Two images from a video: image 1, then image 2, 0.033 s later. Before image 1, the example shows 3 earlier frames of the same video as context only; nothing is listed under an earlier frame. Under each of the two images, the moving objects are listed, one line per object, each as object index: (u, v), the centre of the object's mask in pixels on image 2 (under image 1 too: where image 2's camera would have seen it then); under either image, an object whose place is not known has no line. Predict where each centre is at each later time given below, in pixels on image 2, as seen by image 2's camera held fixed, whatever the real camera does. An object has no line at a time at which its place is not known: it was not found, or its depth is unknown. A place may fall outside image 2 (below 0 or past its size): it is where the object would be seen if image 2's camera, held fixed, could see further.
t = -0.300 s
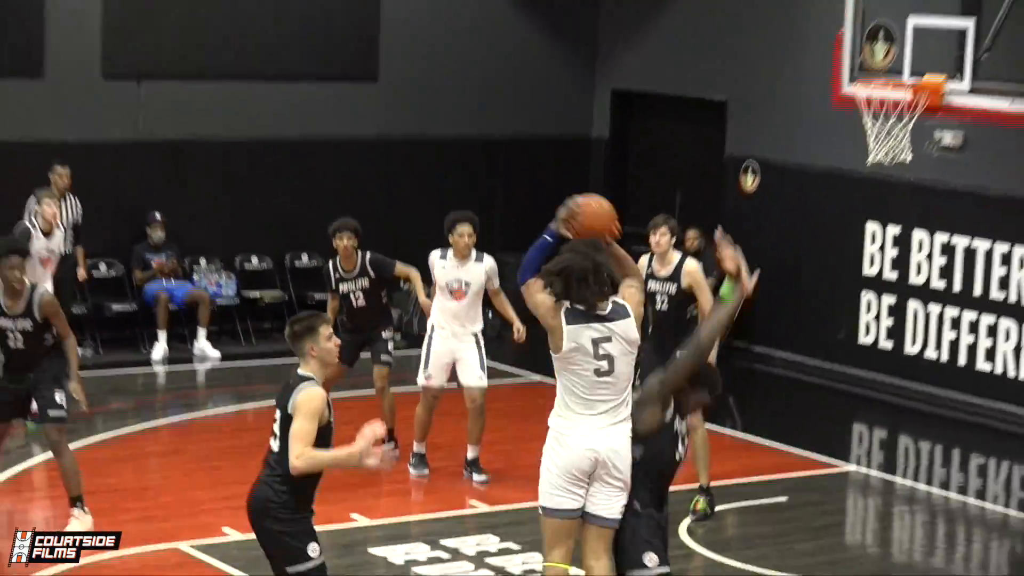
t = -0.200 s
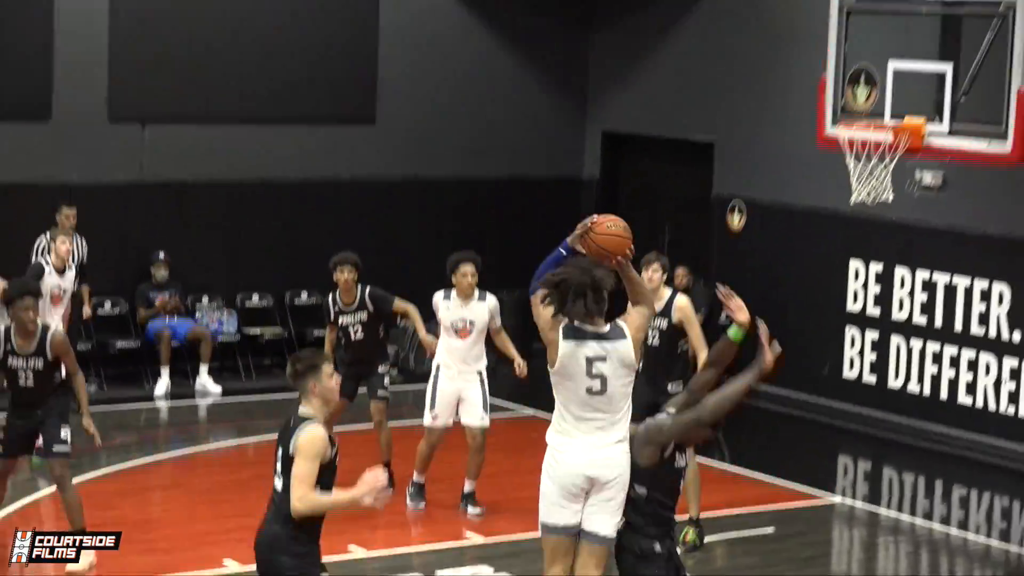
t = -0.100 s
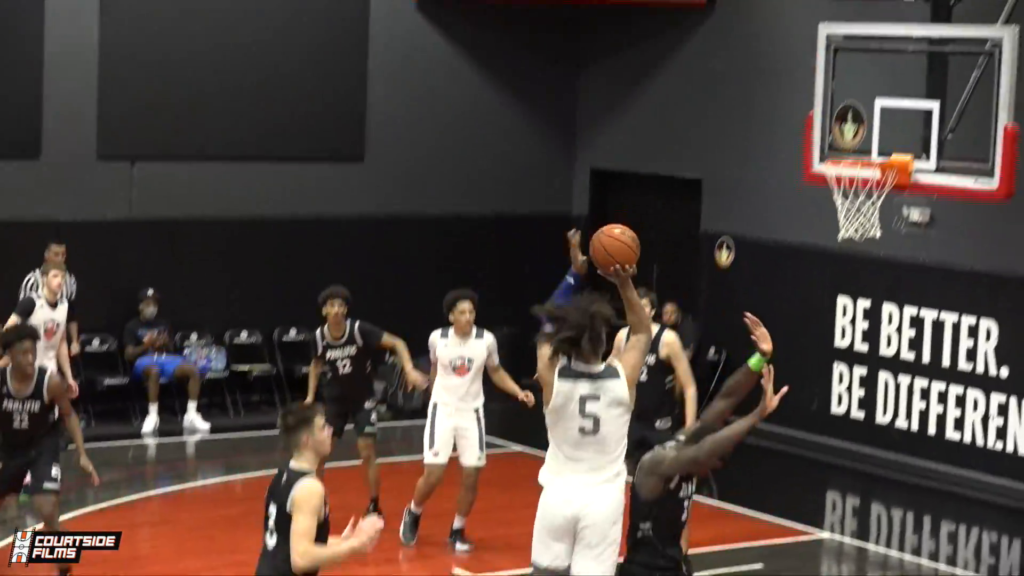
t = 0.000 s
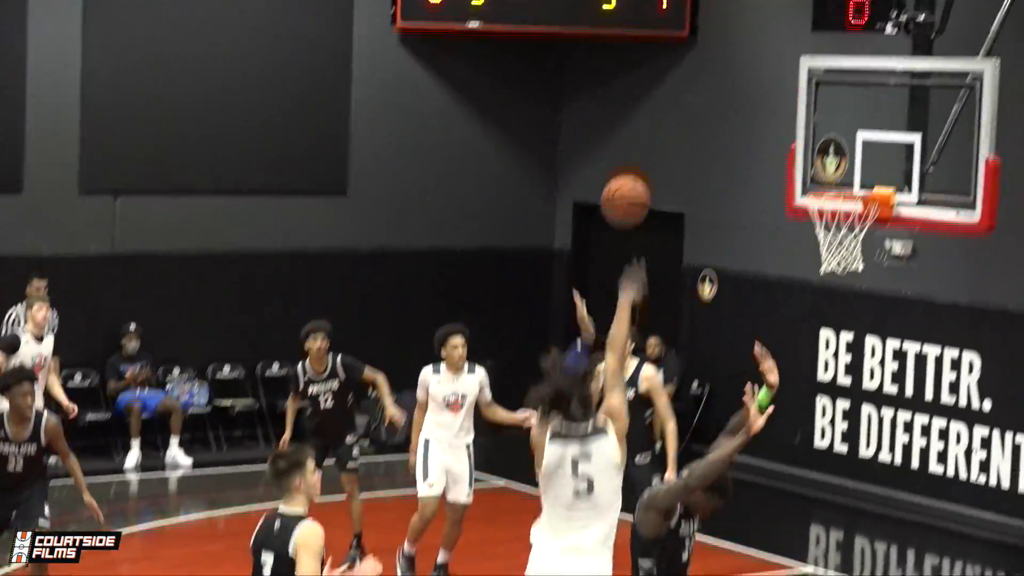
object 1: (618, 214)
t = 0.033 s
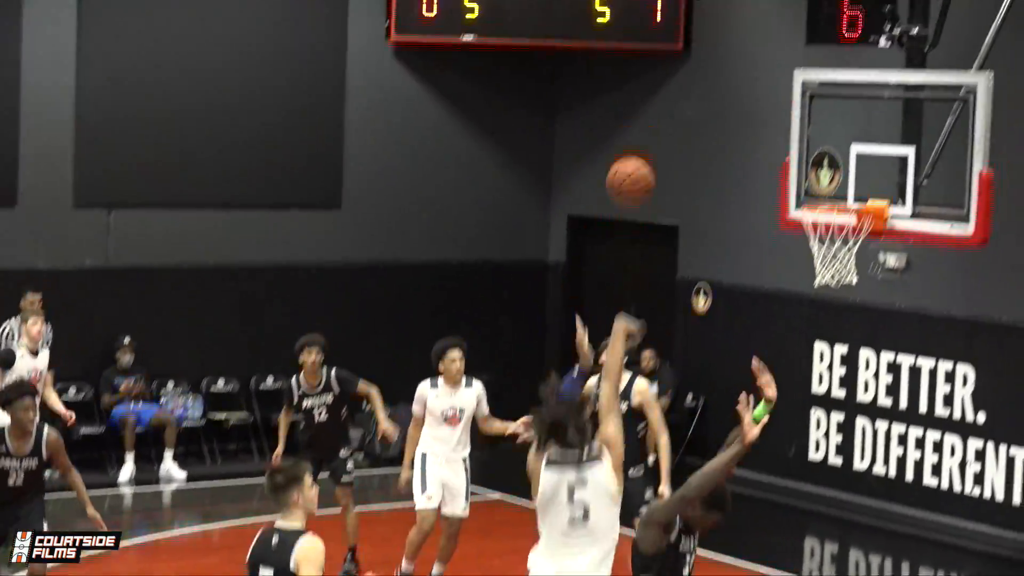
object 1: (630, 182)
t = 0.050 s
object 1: (635, 170)
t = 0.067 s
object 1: (641, 152)
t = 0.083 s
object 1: (646, 142)
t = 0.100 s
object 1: (651, 127)
